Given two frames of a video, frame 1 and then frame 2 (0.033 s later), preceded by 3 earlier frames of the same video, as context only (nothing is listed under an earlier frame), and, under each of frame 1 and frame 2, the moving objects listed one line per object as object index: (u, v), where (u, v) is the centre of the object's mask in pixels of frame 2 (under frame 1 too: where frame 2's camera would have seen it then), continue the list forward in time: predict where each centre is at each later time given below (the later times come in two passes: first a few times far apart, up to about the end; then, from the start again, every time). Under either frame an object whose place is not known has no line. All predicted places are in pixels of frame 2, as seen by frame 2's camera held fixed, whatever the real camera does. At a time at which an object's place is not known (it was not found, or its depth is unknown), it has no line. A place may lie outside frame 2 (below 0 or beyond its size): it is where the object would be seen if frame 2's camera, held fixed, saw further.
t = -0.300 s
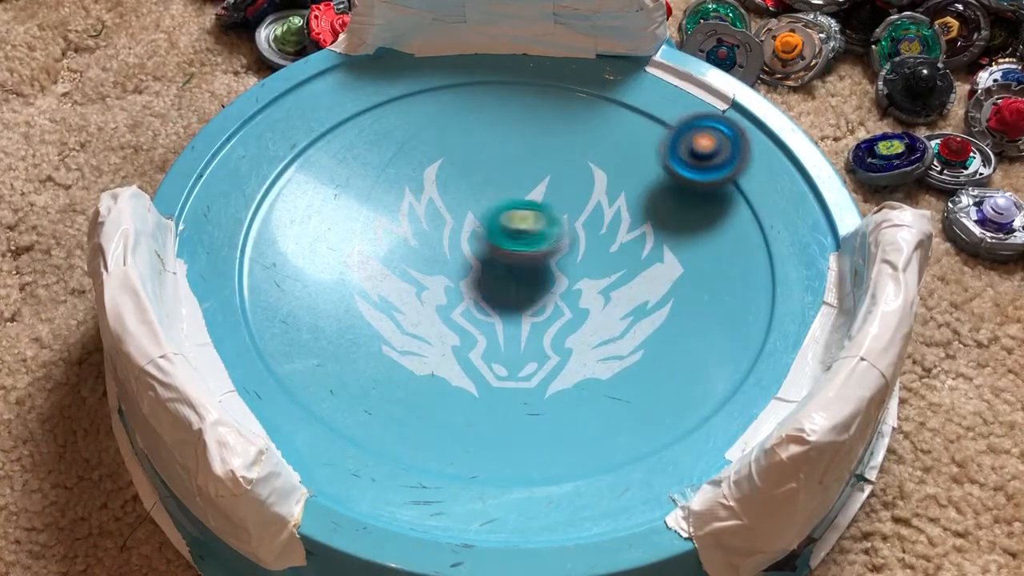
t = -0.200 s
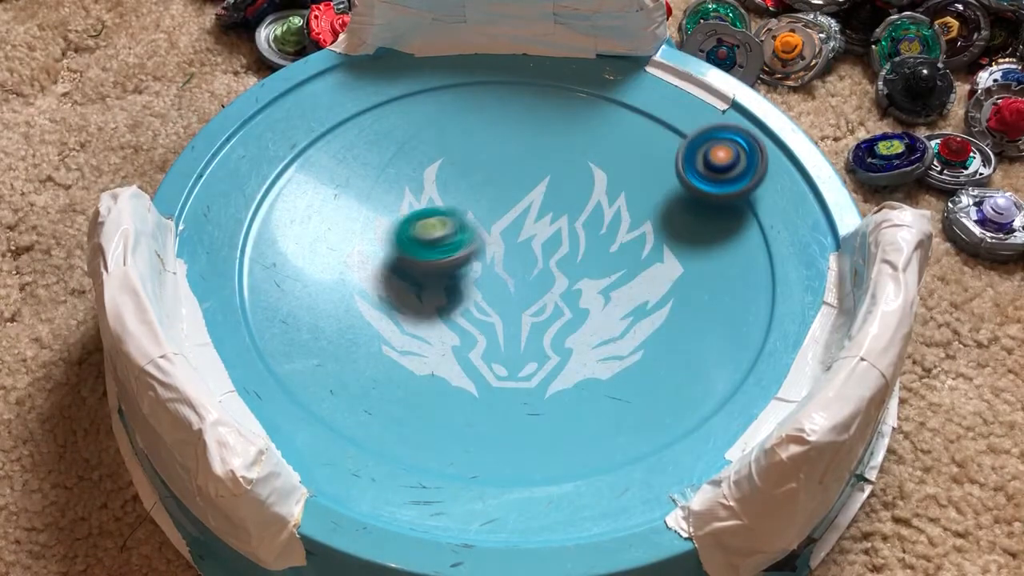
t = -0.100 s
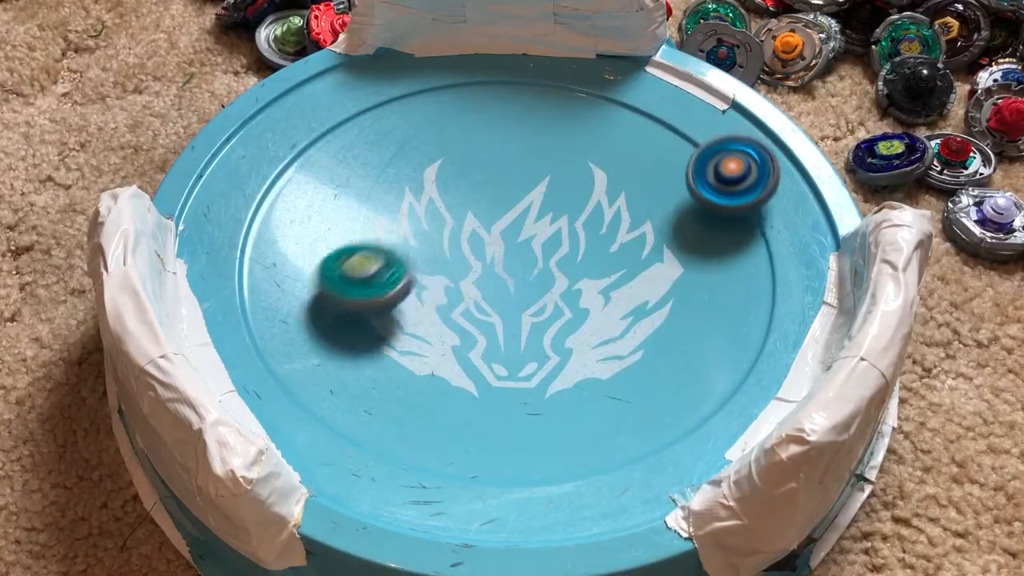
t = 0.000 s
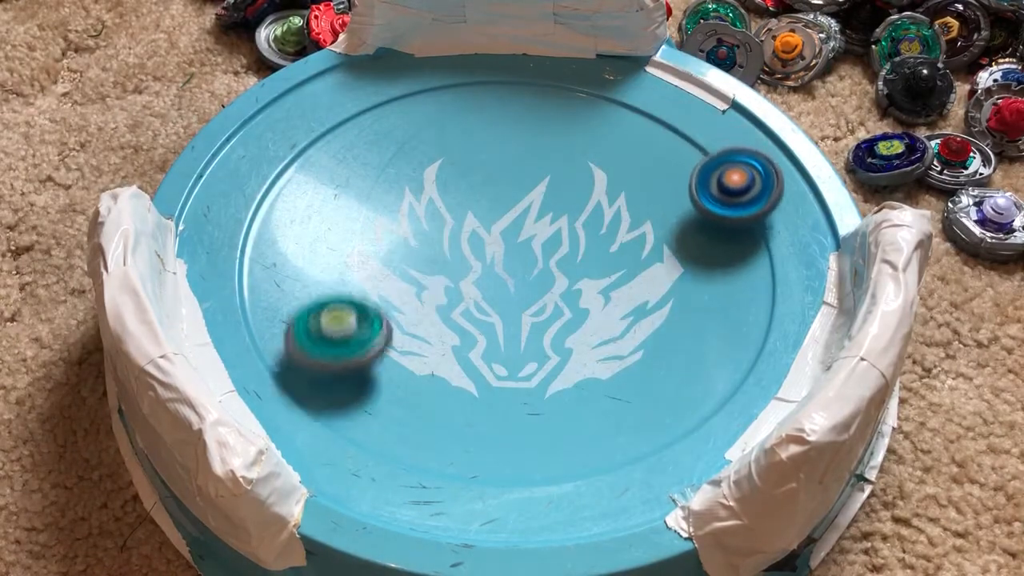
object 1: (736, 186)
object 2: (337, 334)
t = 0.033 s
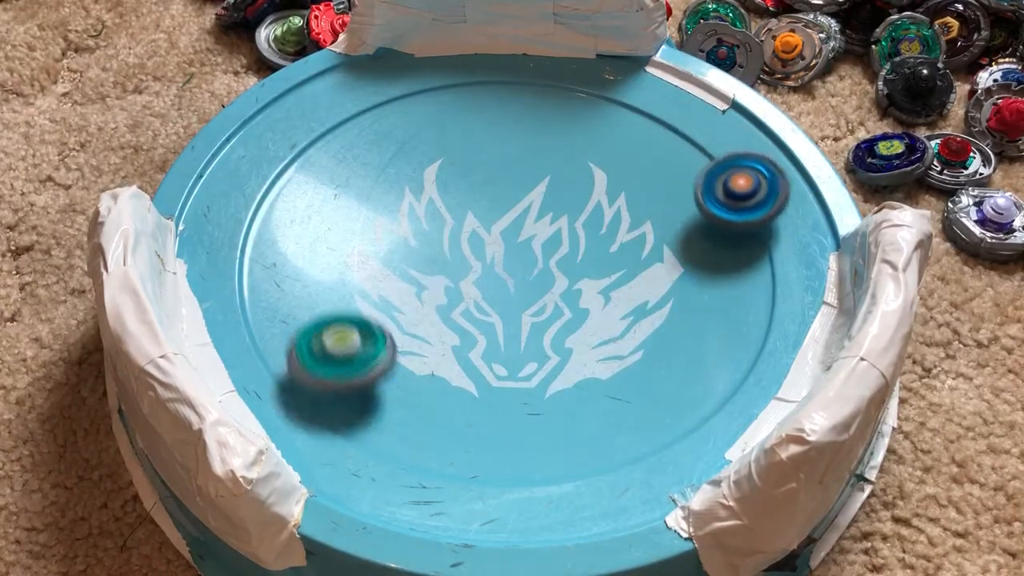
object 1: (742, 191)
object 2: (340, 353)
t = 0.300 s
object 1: (757, 227)
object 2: (487, 403)
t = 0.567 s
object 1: (759, 256)
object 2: (571, 266)
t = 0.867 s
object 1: (740, 298)
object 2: (362, 177)
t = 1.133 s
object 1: (665, 299)
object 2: (316, 282)
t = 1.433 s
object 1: (731, 243)
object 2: (256, 204)
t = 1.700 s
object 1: (316, 109)
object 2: (519, 259)
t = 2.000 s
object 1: (404, 293)
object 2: (569, 167)
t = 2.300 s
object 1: (501, 228)
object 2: (493, 52)
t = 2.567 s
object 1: (435, 209)
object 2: (420, 130)
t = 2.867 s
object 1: (556, 269)
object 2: (415, 138)
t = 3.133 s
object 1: (499, 135)
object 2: (500, 218)
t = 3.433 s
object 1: (413, 298)
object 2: (637, 232)
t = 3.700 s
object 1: (674, 302)
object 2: (680, 201)
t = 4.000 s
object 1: (723, 356)
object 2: (508, 183)
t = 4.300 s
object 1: (592, 241)
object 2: (487, 366)
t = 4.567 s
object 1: (383, 326)
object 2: (560, 445)
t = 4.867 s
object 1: (529, 433)
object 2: (558, 350)
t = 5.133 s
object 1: (565, 248)
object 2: (452, 278)
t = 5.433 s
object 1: (331, 179)
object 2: (352, 272)
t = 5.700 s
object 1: (324, 279)
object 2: (493, 336)
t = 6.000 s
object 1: (532, 207)
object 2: (606, 241)
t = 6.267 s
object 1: (520, 66)
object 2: (619, 158)
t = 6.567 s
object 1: (479, 159)
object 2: (576, 147)
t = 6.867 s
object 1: (560, 317)
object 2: (614, 192)
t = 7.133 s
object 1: (740, 264)
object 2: (606, 254)
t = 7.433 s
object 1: (584, 204)
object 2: (603, 320)
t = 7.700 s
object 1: (455, 326)
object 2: (582, 349)
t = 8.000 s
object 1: (328, 334)
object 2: (702, 168)
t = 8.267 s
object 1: (444, 281)
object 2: (496, 98)
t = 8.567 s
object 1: (403, 207)
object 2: (358, 105)
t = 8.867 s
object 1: (485, 233)
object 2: (323, 176)
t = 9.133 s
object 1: (551, 177)
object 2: (393, 266)
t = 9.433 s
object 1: (524, 236)
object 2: (517, 320)
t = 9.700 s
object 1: (618, 279)
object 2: (610, 361)
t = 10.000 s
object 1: (598, 250)
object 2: (651, 366)
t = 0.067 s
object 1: (747, 195)
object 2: (349, 370)
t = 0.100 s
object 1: (744, 199)
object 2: (362, 385)
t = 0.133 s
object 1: (743, 204)
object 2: (378, 396)
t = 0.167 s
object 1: (744, 209)
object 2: (396, 404)
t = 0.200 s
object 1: (747, 214)
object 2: (417, 409)
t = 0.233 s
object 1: (752, 220)
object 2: (440, 411)
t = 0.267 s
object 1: (758, 224)
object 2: (462, 409)
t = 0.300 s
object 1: (757, 227)
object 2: (487, 403)
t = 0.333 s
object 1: (754, 230)
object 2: (510, 395)
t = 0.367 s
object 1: (752, 233)
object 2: (532, 382)
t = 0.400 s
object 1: (753, 237)
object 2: (552, 366)
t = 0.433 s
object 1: (755, 242)
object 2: (568, 347)
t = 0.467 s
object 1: (759, 247)
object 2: (576, 325)
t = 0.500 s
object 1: (763, 252)
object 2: (580, 306)
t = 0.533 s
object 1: (763, 254)
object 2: (578, 284)
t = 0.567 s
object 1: (759, 256)
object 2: (571, 266)
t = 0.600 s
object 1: (754, 259)
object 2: (558, 243)
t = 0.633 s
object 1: (750, 264)
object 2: (540, 223)
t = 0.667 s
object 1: (746, 269)
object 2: (518, 207)
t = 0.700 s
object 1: (742, 275)
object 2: (494, 192)
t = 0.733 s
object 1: (740, 280)
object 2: (468, 181)
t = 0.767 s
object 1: (739, 286)
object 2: (440, 173)
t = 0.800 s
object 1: (739, 290)
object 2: (414, 170)
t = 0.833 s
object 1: (739, 294)
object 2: (385, 172)
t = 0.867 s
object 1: (740, 298)
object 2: (362, 177)
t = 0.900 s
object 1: (740, 300)
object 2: (340, 186)
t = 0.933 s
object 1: (739, 303)
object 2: (323, 197)
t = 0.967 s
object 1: (736, 305)
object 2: (310, 210)
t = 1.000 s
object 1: (731, 305)
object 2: (302, 224)
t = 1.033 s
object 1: (722, 304)
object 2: (299, 238)
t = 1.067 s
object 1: (708, 302)
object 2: (300, 252)
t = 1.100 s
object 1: (689, 301)
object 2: (305, 267)
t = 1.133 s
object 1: (665, 299)
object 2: (316, 282)
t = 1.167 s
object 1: (638, 299)
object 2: (330, 295)
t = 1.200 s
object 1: (611, 300)
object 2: (350, 308)
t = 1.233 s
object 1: (582, 307)
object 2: (373, 317)
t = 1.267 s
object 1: (556, 317)
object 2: (399, 324)
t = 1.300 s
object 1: (532, 338)
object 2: (422, 328)
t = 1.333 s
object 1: (627, 327)
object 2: (320, 285)
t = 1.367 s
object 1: (740, 332)
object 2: (213, 238)
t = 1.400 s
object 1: (767, 296)
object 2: (228, 211)
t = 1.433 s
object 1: (731, 243)
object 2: (256, 204)
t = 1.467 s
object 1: (687, 189)
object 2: (288, 212)
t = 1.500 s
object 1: (642, 154)
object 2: (324, 235)
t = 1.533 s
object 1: (590, 132)
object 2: (359, 245)
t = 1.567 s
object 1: (534, 119)
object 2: (393, 244)
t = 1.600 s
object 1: (481, 111)
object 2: (429, 256)
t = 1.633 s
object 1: (425, 106)
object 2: (463, 254)
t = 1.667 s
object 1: (368, 106)
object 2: (490, 259)
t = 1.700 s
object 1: (316, 109)
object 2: (519, 259)
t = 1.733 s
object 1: (273, 126)
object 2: (542, 253)
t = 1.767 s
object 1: (227, 146)
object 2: (562, 246)
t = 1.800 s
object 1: (193, 161)
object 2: (575, 238)
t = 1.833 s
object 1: (194, 183)
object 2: (582, 231)
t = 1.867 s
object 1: (240, 207)
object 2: (585, 218)
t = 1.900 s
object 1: (294, 244)
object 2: (585, 205)
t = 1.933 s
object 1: (334, 263)
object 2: (582, 191)
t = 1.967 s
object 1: (371, 282)
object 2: (577, 178)
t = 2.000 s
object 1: (404, 293)
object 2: (569, 167)
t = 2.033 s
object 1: (435, 299)
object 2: (561, 157)
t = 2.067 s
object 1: (463, 298)
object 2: (553, 147)
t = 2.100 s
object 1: (486, 291)
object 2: (543, 142)
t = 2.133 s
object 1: (504, 278)
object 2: (534, 137)
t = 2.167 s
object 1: (517, 260)
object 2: (525, 134)
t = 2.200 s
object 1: (523, 235)
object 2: (515, 131)
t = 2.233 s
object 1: (522, 211)
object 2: (506, 130)
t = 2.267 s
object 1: (513, 211)
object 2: (500, 92)
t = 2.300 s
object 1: (501, 228)
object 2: (493, 52)
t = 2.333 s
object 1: (490, 241)
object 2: (487, 30)
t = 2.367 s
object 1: (481, 247)
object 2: (479, 30)
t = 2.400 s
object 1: (471, 246)
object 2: (466, 50)
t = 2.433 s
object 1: (461, 244)
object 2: (456, 60)
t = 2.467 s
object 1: (454, 239)
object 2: (444, 79)
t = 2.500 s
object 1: (448, 231)
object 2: (435, 95)
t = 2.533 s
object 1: (442, 219)
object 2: (426, 115)
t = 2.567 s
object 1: (435, 209)
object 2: (420, 130)
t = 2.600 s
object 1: (430, 230)
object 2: (414, 116)
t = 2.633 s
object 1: (429, 249)
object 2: (411, 109)
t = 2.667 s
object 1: (435, 264)
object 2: (408, 108)
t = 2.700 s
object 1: (447, 275)
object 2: (407, 109)
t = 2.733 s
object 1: (465, 284)
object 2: (407, 112)
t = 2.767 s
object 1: (486, 290)
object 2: (408, 116)
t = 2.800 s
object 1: (510, 289)
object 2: (409, 123)
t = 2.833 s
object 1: (533, 282)
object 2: (412, 129)
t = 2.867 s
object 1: (556, 269)
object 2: (415, 138)
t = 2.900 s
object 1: (572, 253)
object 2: (419, 147)
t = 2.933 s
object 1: (581, 234)
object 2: (426, 158)
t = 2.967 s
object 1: (583, 212)
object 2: (434, 169)
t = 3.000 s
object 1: (577, 191)
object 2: (444, 181)
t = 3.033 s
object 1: (566, 172)
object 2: (455, 192)
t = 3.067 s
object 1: (546, 153)
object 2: (470, 202)
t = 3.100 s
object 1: (524, 142)
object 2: (486, 211)
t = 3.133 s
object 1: (499, 135)
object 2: (500, 218)
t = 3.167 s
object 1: (468, 136)
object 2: (515, 225)
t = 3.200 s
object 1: (442, 141)
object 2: (532, 231)
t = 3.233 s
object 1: (418, 155)
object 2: (548, 233)
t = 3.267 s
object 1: (398, 173)
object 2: (566, 236)
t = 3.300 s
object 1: (384, 194)
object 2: (581, 238)
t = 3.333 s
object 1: (378, 220)
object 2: (596, 239)
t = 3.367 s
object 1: (381, 248)
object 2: (612, 236)
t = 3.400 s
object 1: (393, 273)
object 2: (626, 235)
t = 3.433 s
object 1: (413, 298)
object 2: (637, 232)
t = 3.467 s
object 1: (441, 318)
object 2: (646, 229)
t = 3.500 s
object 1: (475, 333)
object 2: (654, 227)
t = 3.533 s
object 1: (511, 344)
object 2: (661, 224)
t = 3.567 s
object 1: (548, 343)
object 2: (667, 222)
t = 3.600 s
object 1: (589, 337)
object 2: (671, 220)
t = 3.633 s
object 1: (627, 326)
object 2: (674, 218)
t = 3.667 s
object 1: (656, 306)
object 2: (675, 218)
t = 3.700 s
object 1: (674, 302)
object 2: (680, 201)
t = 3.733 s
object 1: (680, 340)
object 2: (683, 144)
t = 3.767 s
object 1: (686, 367)
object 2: (676, 95)
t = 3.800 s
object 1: (690, 386)
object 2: (661, 67)
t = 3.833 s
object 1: (697, 398)
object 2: (637, 70)
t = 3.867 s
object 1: (700, 391)
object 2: (610, 88)
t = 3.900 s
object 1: (703, 386)
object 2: (585, 108)
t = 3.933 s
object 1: (708, 375)
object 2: (557, 133)
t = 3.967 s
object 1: (715, 365)
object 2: (532, 157)
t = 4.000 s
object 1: (723, 356)
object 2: (508, 183)
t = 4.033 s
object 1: (732, 345)
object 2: (489, 208)
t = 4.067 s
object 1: (740, 329)
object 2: (476, 233)
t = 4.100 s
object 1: (739, 313)
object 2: (468, 257)
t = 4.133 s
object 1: (731, 294)
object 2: (466, 276)
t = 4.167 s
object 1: (714, 277)
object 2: (465, 299)
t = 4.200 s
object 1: (690, 262)
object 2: (468, 318)
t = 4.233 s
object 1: (662, 252)
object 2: (472, 335)
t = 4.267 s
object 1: (628, 244)
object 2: (479, 351)
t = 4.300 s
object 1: (592, 241)
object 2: (487, 366)
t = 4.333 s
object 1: (557, 239)
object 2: (497, 382)
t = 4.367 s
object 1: (524, 242)
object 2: (507, 396)
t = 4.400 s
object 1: (492, 249)
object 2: (517, 407)
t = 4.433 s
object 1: (463, 260)
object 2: (527, 417)
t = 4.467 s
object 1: (438, 273)
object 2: (537, 427)
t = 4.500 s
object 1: (415, 288)
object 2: (546, 434)
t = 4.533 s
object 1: (396, 307)
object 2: (554, 441)
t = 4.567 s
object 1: (383, 326)
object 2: (560, 445)
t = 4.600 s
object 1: (377, 347)
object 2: (567, 442)
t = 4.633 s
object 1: (377, 367)
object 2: (572, 436)
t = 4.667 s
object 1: (384, 388)
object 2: (576, 428)
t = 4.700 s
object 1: (397, 408)
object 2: (577, 419)
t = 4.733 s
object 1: (417, 422)
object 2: (577, 408)
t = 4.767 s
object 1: (439, 435)
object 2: (575, 395)
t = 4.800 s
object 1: (468, 441)
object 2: (570, 382)
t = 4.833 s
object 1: (499, 441)
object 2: (565, 366)
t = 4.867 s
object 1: (529, 433)
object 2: (558, 350)
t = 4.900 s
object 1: (555, 419)
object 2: (549, 334)
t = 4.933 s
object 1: (577, 399)
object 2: (539, 319)
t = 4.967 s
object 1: (594, 376)
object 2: (527, 308)
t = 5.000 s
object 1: (602, 348)
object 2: (513, 297)
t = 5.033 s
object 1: (601, 322)
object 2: (499, 290)
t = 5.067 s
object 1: (595, 294)
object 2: (484, 285)
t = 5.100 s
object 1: (581, 271)
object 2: (468, 281)
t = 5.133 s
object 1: (565, 248)
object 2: (452, 278)
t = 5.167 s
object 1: (544, 228)
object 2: (437, 275)
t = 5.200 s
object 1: (516, 210)
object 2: (422, 273)
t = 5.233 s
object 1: (493, 195)
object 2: (408, 273)
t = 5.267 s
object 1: (466, 184)
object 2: (394, 272)
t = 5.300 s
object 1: (439, 176)
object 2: (383, 271)
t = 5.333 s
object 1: (409, 170)
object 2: (373, 272)
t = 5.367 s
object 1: (382, 171)
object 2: (365, 272)
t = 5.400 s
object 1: (355, 173)
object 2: (358, 272)
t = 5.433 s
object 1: (331, 179)
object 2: (352, 272)
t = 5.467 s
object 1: (306, 189)
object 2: (349, 272)
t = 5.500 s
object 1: (289, 203)
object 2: (347, 272)
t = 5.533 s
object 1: (264, 204)
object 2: (357, 282)
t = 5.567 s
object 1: (252, 204)
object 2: (383, 303)
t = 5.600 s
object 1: (252, 218)
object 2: (413, 319)
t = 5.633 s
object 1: (274, 243)
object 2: (443, 329)
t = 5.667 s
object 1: (296, 262)
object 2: (469, 334)
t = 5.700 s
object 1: (324, 279)
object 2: (493, 336)
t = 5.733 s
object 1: (353, 292)
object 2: (511, 328)
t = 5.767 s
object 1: (383, 298)
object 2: (527, 318)
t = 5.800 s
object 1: (415, 298)
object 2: (539, 305)
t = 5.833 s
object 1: (443, 292)
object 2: (548, 292)
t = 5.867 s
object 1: (467, 280)
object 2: (558, 275)
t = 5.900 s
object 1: (489, 265)
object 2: (578, 264)
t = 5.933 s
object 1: (506, 249)
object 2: (593, 258)
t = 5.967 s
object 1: (519, 228)
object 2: (599, 247)
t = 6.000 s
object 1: (532, 207)
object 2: (606, 241)
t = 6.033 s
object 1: (540, 185)
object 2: (611, 232)
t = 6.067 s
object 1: (547, 166)
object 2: (615, 220)
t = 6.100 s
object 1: (548, 143)
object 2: (618, 209)
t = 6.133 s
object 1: (545, 123)
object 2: (619, 196)
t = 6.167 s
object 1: (542, 105)
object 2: (620, 187)
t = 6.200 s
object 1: (537, 89)
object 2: (621, 176)
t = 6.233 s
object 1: (532, 75)
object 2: (620, 166)
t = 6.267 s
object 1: (520, 66)
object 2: (619, 158)
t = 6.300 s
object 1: (503, 70)
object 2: (617, 151)
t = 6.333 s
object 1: (487, 74)
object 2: (614, 146)
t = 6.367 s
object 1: (476, 79)
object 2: (610, 141)
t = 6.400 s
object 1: (471, 84)
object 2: (605, 139)
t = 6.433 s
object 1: (468, 91)
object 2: (601, 138)
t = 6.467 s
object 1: (468, 104)
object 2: (595, 138)
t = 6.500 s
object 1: (469, 122)
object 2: (589, 139)
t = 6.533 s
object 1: (473, 141)
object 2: (583, 142)
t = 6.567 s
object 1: (479, 159)
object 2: (576, 147)
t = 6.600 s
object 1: (479, 184)
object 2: (581, 150)
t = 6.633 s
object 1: (466, 206)
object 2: (598, 151)
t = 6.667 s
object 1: (459, 229)
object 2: (609, 156)
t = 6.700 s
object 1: (459, 251)
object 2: (615, 161)
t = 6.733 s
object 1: (468, 272)
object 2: (618, 166)
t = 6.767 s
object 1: (485, 289)
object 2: (618, 172)
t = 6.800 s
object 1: (508, 302)
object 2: (617, 178)
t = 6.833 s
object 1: (534, 310)
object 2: (616, 185)
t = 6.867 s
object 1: (560, 317)
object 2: (614, 192)
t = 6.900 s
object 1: (589, 321)
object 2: (613, 199)
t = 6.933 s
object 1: (618, 321)
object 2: (611, 207)
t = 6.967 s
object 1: (647, 318)
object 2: (609, 215)
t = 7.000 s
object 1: (672, 311)
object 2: (608, 223)
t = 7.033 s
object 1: (695, 301)
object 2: (607, 231)
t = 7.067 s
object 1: (715, 291)
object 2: (606, 239)
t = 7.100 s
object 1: (731, 277)
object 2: (606, 246)
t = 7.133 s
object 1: (740, 264)
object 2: (606, 254)
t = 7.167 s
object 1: (744, 249)
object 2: (605, 262)
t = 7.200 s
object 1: (741, 233)
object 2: (605, 271)
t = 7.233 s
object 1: (731, 219)
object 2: (605, 278)
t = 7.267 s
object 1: (713, 209)
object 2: (605, 286)
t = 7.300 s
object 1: (691, 201)
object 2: (604, 295)
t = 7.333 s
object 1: (665, 197)
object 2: (604, 301)
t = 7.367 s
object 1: (639, 196)
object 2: (603, 308)
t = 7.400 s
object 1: (614, 199)
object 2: (603, 313)
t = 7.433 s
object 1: (584, 204)
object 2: (603, 320)
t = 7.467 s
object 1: (557, 213)
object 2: (602, 324)
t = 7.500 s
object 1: (532, 226)
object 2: (600, 330)
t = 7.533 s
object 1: (509, 241)
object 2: (598, 335)
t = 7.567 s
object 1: (491, 257)
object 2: (596, 339)
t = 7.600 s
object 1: (475, 274)
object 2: (594, 342)
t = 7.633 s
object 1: (465, 291)
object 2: (590, 345)
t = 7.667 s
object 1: (457, 310)
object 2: (586, 348)
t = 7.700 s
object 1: (455, 326)
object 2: (582, 349)
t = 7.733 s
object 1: (455, 345)
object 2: (577, 351)
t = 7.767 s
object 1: (461, 359)
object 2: (572, 350)
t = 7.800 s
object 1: (426, 372)
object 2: (601, 344)
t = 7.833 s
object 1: (332, 376)
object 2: (702, 329)
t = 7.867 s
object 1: (277, 370)
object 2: (775, 303)
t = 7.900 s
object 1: (256, 355)
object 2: (801, 267)
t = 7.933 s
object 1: (279, 344)
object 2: (769, 227)
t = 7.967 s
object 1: (305, 343)
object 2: (737, 197)
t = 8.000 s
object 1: (328, 334)
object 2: (702, 168)
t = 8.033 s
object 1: (353, 328)
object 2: (671, 146)
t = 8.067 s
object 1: (373, 324)
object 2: (639, 131)
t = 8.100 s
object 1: (393, 319)
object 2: (610, 120)
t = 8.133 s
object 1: (410, 315)
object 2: (584, 112)
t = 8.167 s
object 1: (423, 309)
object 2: (561, 108)
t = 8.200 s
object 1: (434, 301)
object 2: (538, 104)
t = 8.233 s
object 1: (442, 290)
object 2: (517, 100)
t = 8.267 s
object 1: (444, 281)
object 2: (496, 98)
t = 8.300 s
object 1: (444, 271)
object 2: (476, 96)
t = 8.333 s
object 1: (442, 258)
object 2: (457, 95)
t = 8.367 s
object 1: (438, 247)
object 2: (439, 95)
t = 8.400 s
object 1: (432, 237)
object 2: (422, 95)
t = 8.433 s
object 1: (426, 229)
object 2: (408, 95)
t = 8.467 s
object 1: (420, 220)
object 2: (394, 96)
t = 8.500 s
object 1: (414, 214)
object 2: (380, 98)
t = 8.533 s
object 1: (408, 210)
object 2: (368, 101)
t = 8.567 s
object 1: (403, 207)
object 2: (358, 105)
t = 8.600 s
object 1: (399, 209)
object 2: (348, 110)
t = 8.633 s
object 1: (397, 213)
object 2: (340, 116)
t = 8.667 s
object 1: (399, 219)
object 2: (333, 122)
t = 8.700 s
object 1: (406, 227)
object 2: (328, 129)
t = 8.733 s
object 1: (420, 230)
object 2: (323, 138)
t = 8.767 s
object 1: (436, 234)
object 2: (321, 146)
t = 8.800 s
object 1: (452, 236)
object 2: (320, 155)
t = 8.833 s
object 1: (468, 236)
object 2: (321, 165)
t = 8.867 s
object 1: (485, 233)
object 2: (323, 176)
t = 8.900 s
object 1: (501, 228)
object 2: (328, 187)
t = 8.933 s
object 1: (514, 223)
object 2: (334, 200)
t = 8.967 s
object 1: (525, 216)
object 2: (342, 212)
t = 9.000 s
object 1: (535, 209)
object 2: (350, 224)
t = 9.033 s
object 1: (544, 199)
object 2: (361, 234)
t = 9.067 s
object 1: (549, 191)
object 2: (371, 246)
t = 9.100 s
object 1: (551, 183)
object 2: (382, 257)
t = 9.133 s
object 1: (551, 177)
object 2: (393, 266)
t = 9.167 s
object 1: (547, 172)
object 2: (405, 274)
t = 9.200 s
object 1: (540, 170)
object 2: (418, 281)
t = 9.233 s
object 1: (532, 169)
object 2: (431, 289)
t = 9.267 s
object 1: (522, 175)
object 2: (445, 297)
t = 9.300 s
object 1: (515, 187)
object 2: (458, 303)
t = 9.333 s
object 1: (513, 198)
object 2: (473, 308)
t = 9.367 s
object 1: (514, 211)
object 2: (488, 312)
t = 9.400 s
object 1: (517, 223)
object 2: (502, 317)
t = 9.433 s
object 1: (524, 236)
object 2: (517, 320)
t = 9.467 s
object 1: (533, 247)
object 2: (531, 324)
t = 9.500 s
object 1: (544, 253)
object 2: (546, 325)
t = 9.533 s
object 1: (554, 259)
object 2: (556, 340)
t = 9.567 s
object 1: (564, 262)
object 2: (564, 346)
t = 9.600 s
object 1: (576, 269)
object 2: (575, 351)
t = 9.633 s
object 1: (590, 274)
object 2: (588, 355)
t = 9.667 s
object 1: (604, 277)
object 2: (599, 358)
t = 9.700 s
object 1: (618, 279)
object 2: (610, 361)
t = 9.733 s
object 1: (630, 281)
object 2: (619, 363)
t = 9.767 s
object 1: (640, 277)
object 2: (627, 365)
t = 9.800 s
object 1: (647, 272)
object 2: (633, 366)
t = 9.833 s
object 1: (651, 267)
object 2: (639, 367)
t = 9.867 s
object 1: (650, 261)
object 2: (643, 367)
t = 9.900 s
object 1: (643, 253)
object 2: (646, 368)
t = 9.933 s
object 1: (631, 250)
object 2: (648, 368)
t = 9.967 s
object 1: (616, 250)
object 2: (650, 367)
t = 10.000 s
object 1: (598, 250)
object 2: (651, 366)
